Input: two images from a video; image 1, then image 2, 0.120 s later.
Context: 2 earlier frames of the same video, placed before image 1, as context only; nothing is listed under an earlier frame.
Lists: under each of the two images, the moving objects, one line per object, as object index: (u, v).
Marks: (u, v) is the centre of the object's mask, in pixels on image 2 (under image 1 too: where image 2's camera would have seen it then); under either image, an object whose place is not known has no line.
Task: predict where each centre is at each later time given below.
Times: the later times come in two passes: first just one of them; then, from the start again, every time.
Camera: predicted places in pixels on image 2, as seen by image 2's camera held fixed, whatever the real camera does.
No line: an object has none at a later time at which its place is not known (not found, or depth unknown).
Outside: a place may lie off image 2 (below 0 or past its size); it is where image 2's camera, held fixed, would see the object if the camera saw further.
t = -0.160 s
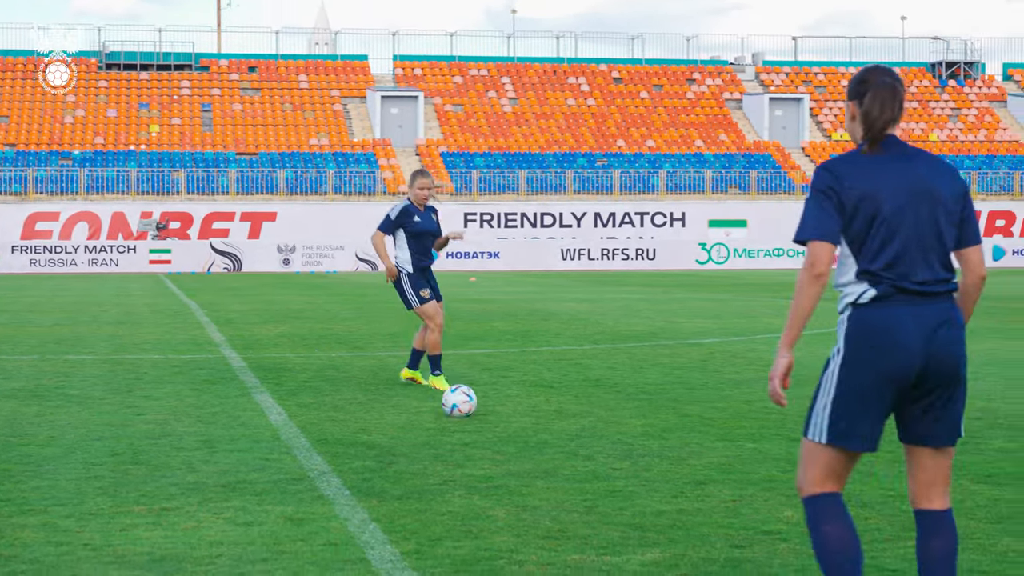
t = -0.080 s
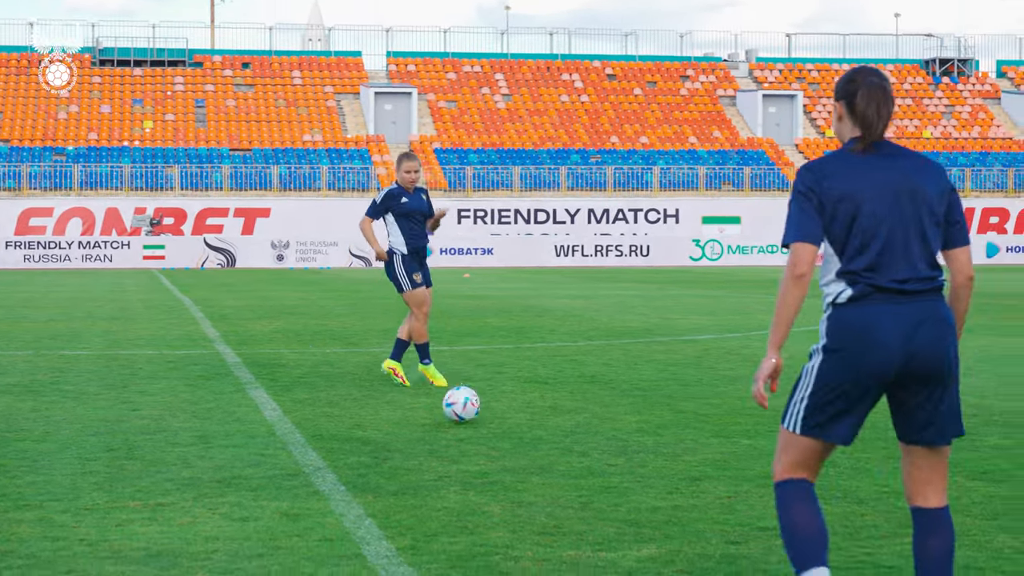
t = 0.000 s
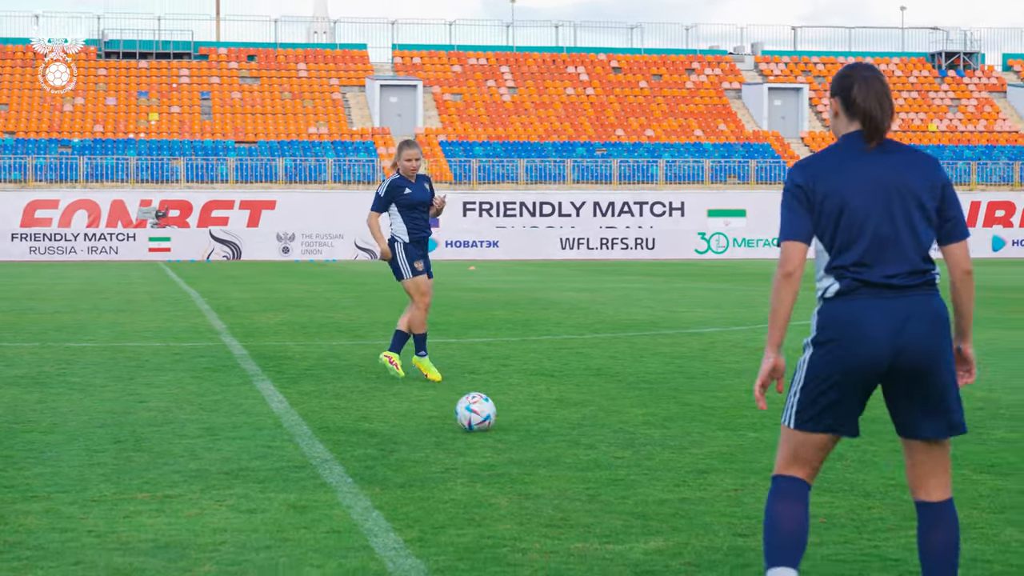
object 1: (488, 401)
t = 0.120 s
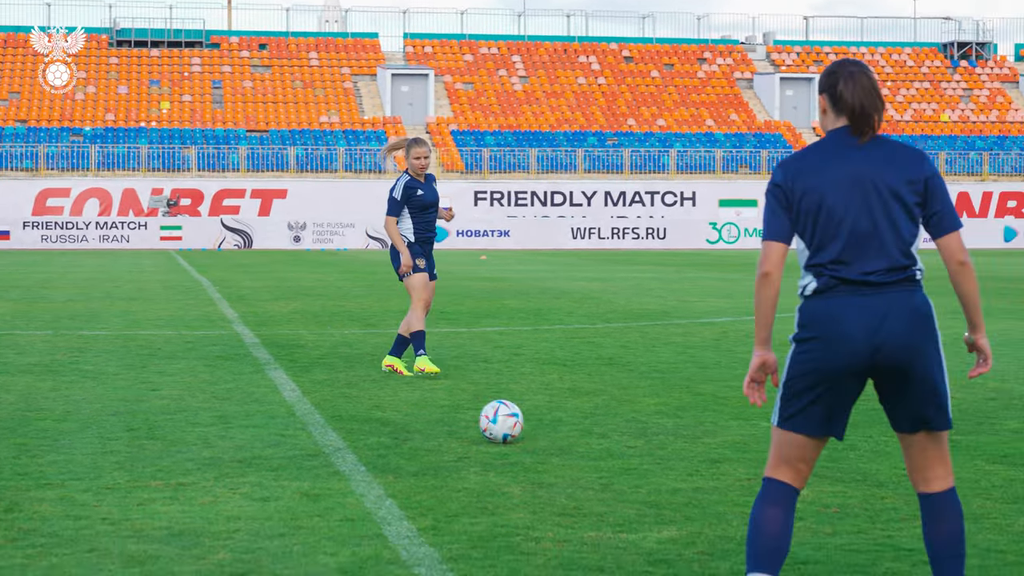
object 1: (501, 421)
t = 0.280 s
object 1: (519, 453)
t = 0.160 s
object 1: (505, 429)
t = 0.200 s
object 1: (510, 439)
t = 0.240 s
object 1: (514, 446)
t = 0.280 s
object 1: (519, 453)
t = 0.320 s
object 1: (524, 463)
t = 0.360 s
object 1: (530, 472)
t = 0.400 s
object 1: (535, 480)
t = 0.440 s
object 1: (540, 490)
